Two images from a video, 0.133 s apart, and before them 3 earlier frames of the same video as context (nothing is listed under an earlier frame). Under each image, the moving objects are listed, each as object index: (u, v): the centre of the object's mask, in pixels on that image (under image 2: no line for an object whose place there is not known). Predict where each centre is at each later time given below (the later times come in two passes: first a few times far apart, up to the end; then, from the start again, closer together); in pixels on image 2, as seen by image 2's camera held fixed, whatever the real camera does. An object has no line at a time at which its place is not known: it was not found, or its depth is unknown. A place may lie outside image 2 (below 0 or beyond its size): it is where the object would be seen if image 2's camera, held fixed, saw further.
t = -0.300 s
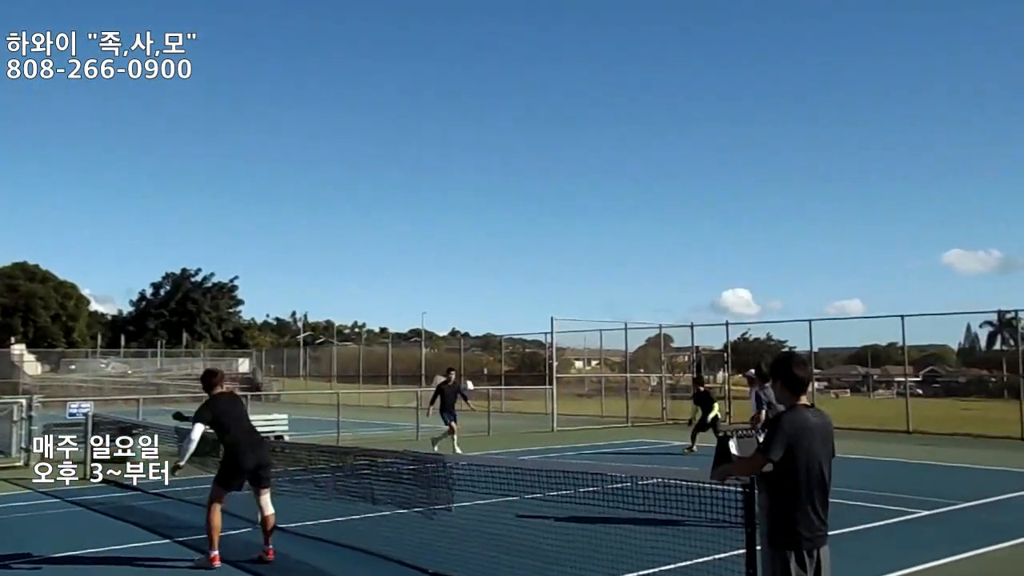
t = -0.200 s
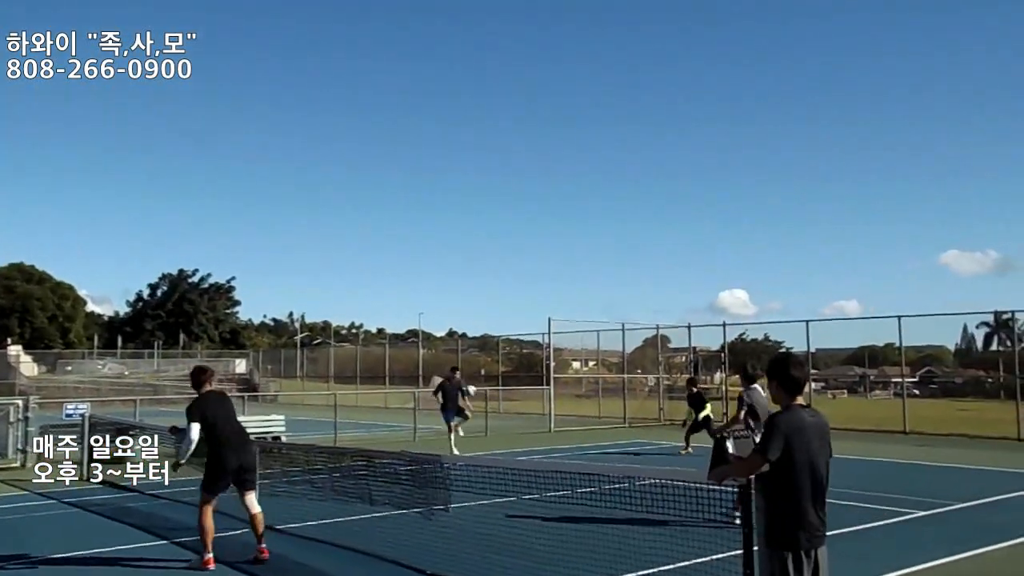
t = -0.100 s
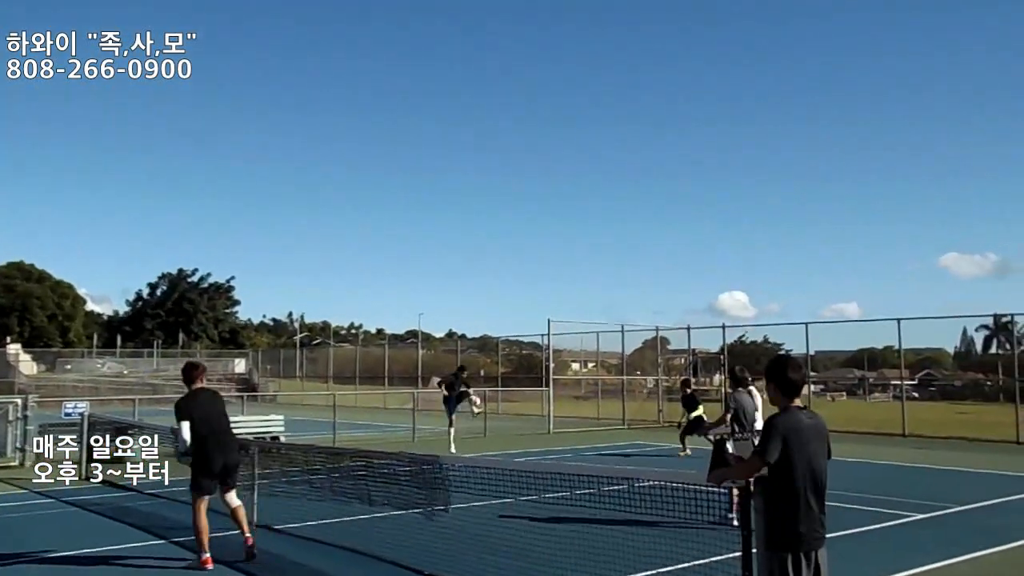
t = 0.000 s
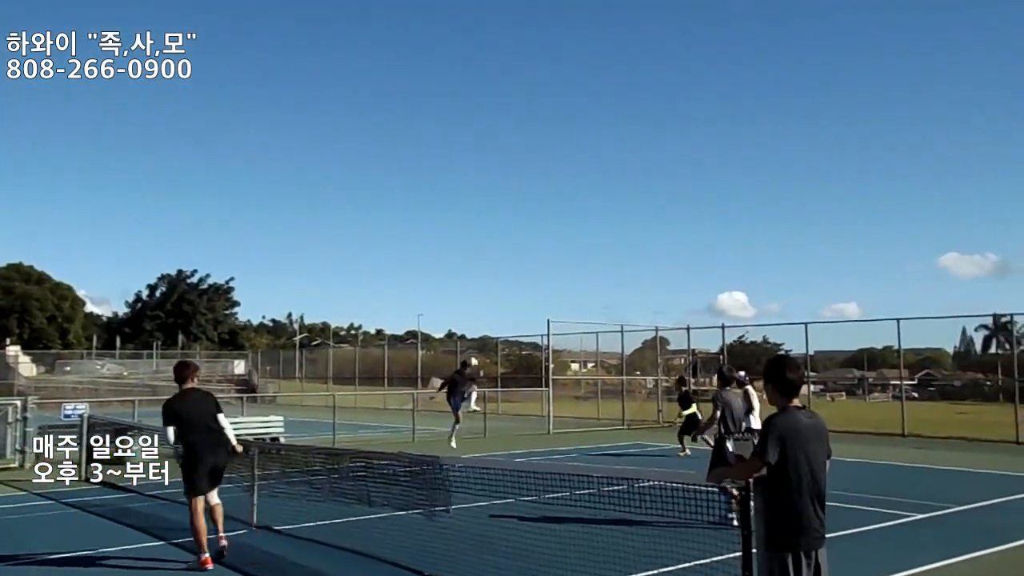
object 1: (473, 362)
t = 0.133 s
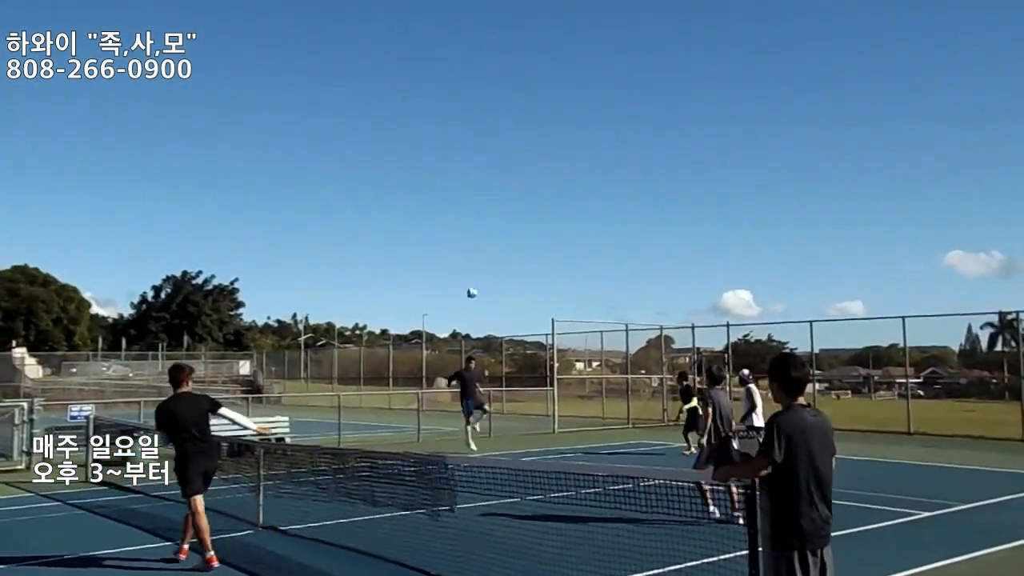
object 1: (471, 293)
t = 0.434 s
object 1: (463, 164)
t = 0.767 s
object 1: (457, 65)
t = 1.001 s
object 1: (455, 27)
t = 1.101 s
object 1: (455, 24)
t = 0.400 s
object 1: (464, 176)
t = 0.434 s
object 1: (463, 164)
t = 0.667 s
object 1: (458, 90)
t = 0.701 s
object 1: (458, 81)
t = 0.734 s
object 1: (458, 72)
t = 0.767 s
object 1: (457, 65)
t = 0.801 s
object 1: (457, 59)
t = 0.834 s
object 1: (457, 52)
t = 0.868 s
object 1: (456, 46)
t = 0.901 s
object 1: (456, 40)
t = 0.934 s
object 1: (456, 35)
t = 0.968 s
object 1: (455, 31)
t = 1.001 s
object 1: (455, 27)
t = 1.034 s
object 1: (455, 25)
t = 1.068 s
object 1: (455, 24)
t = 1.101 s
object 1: (455, 24)
